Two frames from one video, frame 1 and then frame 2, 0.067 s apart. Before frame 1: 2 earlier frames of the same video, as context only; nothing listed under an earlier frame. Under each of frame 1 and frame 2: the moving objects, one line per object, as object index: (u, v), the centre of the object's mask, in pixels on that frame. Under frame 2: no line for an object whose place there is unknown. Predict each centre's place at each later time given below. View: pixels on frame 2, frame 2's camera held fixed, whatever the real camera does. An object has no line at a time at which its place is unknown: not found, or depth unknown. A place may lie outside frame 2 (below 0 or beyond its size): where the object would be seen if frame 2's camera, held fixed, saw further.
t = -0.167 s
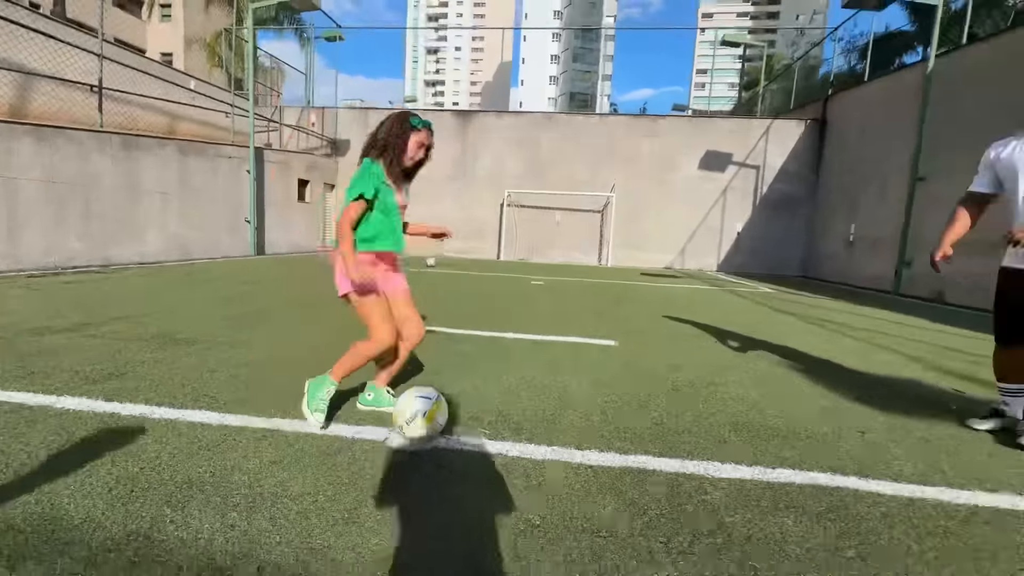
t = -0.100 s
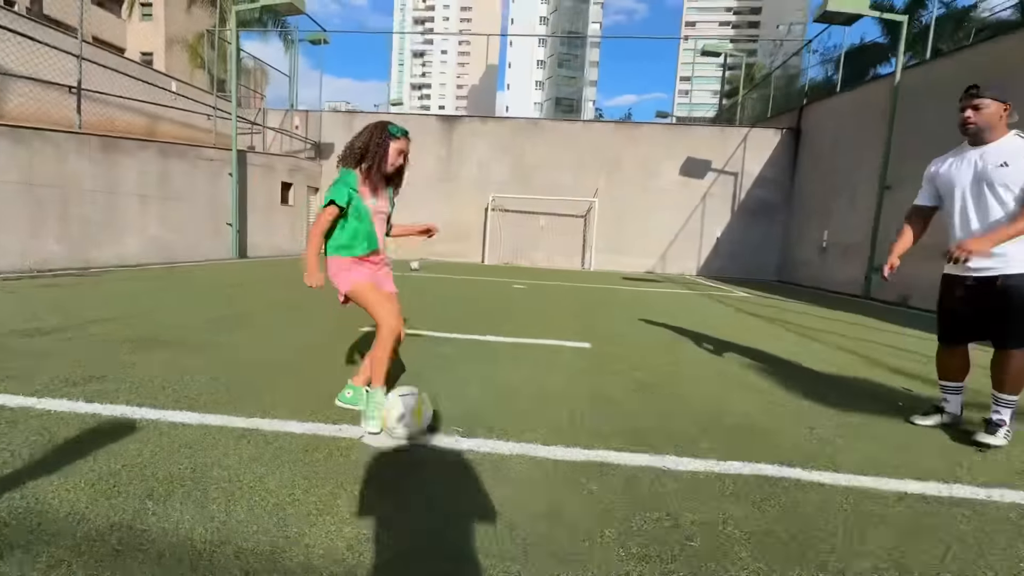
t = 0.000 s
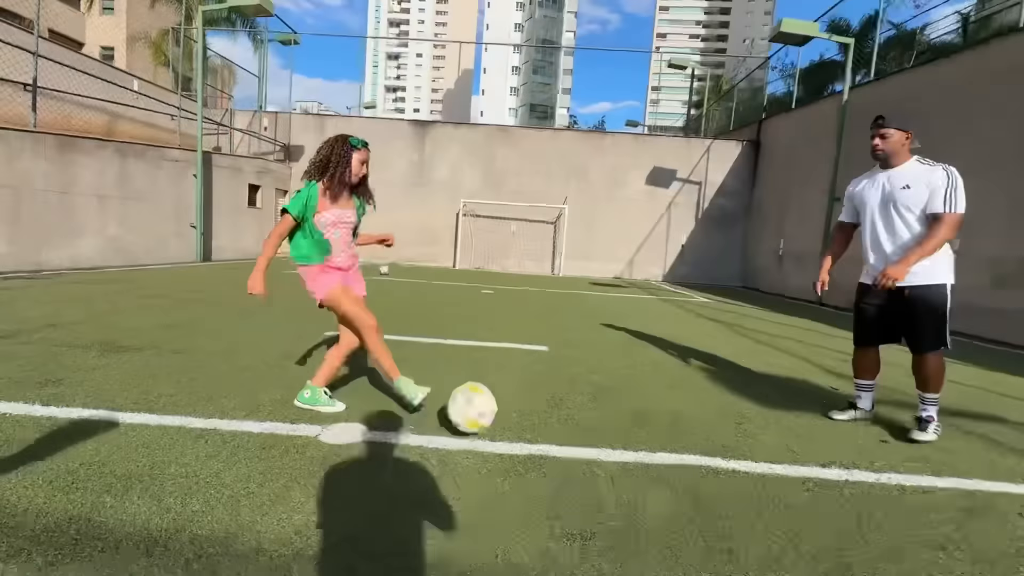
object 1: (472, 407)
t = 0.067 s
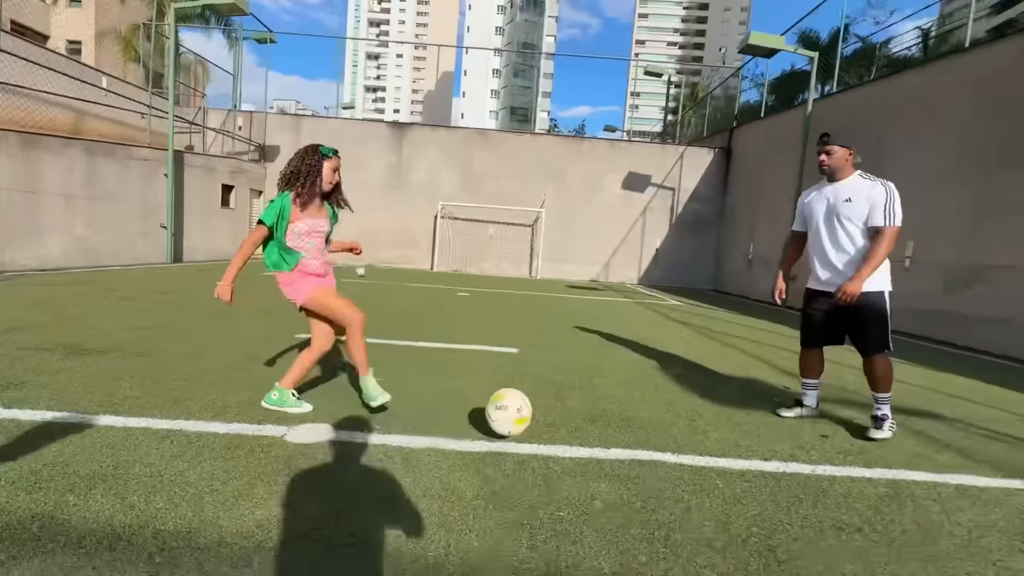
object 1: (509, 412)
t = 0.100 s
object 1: (544, 418)
